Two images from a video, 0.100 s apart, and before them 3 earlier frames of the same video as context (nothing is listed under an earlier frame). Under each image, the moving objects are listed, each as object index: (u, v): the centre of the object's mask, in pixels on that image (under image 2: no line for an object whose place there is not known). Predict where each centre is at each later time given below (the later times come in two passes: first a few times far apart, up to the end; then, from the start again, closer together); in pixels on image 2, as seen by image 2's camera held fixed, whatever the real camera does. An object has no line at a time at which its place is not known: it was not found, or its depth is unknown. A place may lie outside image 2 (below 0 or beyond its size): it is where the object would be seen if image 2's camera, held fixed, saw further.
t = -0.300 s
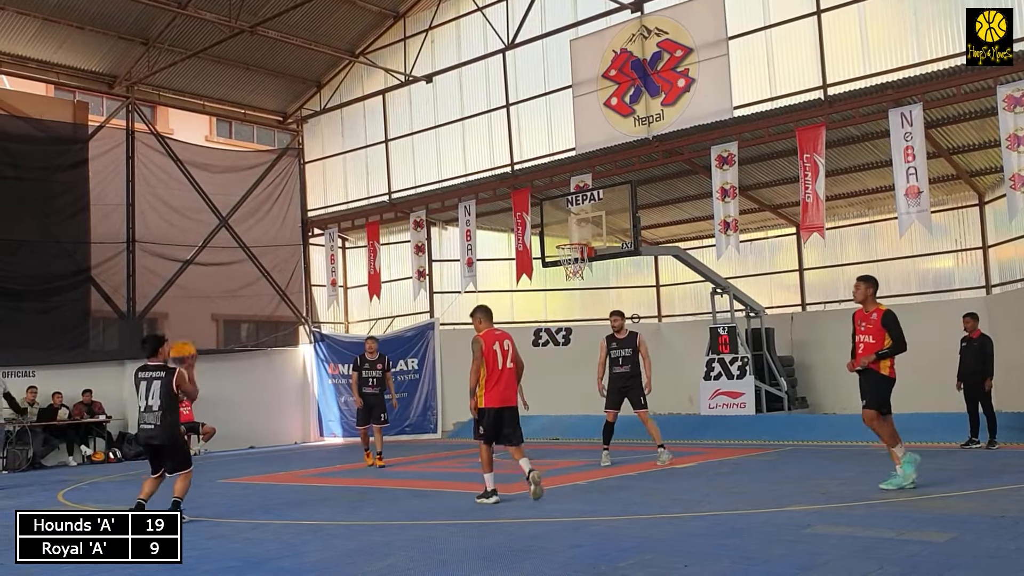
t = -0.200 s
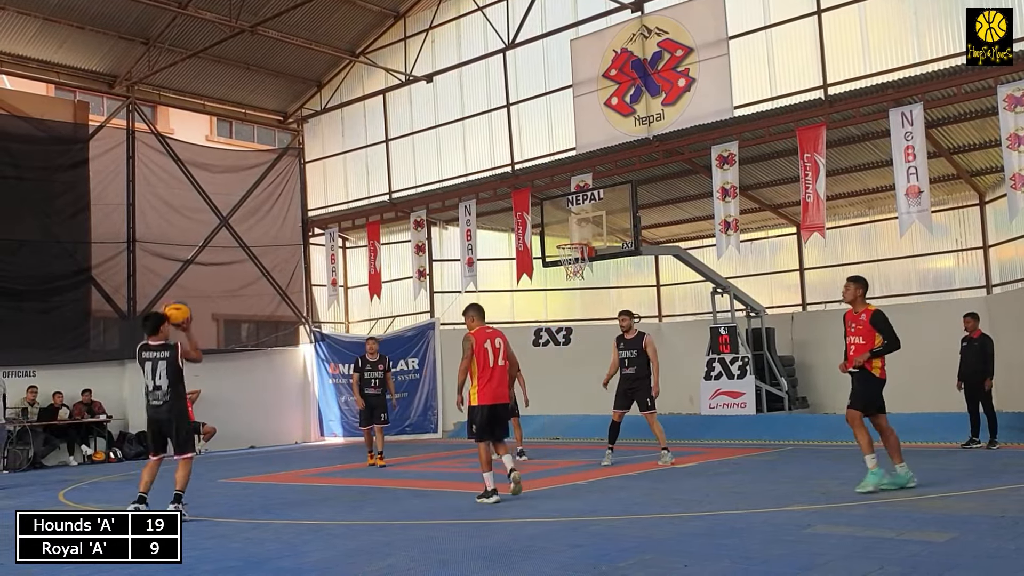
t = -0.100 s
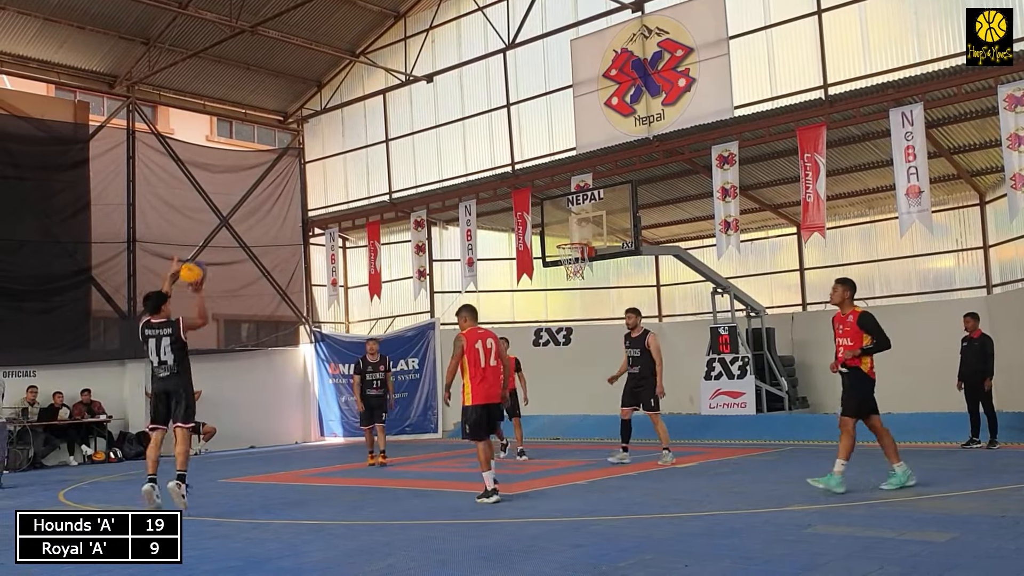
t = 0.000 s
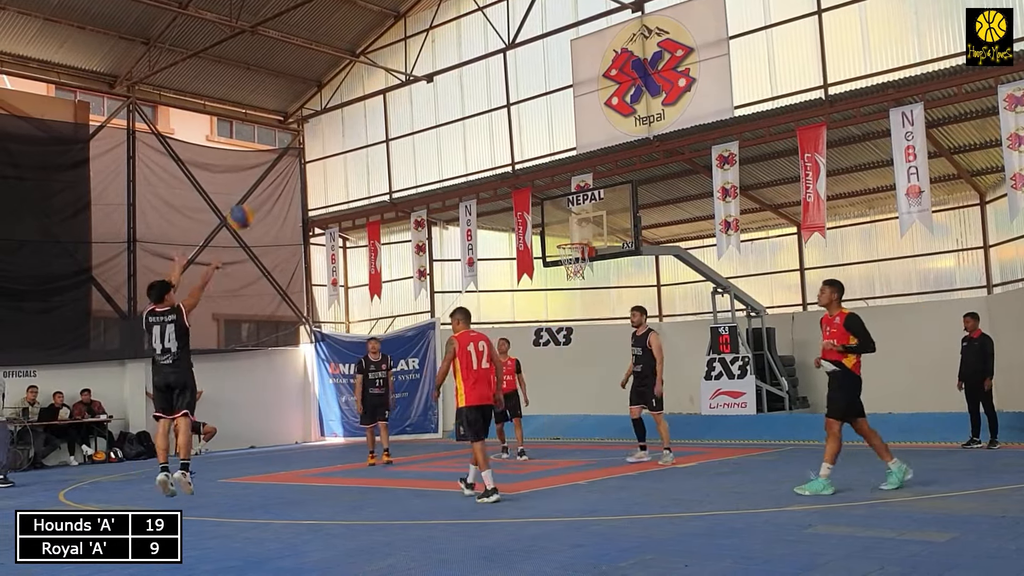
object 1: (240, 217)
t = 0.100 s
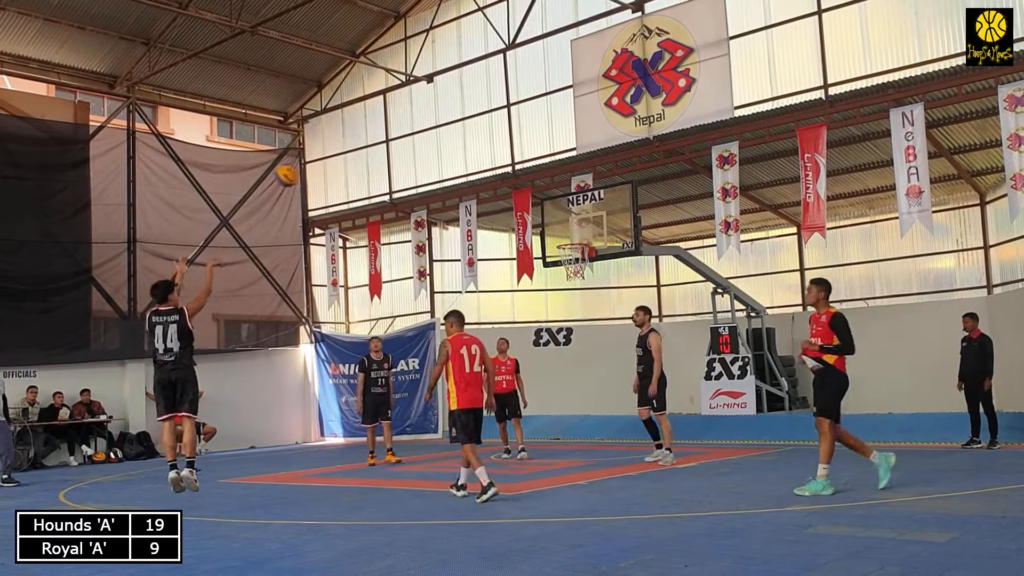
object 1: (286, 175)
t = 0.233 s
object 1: (342, 140)
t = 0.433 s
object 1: (410, 123)
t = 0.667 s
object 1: (475, 143)
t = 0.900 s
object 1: (532, 195)
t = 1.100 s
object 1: (572, 253)
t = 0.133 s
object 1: (301, 164)
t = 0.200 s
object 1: (329, 147)
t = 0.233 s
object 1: (342, 140)
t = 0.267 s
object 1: (353, 135)
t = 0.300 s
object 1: (365, 130)
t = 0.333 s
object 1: (377, 127)
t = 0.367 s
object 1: (388, 125)
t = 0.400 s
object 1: (399, 124)
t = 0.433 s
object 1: (410, 123)
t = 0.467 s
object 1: (420, 124)
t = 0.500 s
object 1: (430, 125)
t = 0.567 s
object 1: (449, 130)
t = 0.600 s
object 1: (458, 134)
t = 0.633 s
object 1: (467, 138)
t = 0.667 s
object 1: (475, 143)
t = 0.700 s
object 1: (484, 149)
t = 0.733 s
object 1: (492, 155)
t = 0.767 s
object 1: (500, 162)
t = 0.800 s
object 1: (509, 170)
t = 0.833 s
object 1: (517, 179)
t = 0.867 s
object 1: (524, 186)
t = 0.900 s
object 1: (532, 195)
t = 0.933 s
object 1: (538, 204)
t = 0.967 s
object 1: (545, 215)
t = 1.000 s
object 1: (553, 226)
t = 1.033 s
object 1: (560, 237)
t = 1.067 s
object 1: (566, 244)
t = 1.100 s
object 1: (572, 253)
